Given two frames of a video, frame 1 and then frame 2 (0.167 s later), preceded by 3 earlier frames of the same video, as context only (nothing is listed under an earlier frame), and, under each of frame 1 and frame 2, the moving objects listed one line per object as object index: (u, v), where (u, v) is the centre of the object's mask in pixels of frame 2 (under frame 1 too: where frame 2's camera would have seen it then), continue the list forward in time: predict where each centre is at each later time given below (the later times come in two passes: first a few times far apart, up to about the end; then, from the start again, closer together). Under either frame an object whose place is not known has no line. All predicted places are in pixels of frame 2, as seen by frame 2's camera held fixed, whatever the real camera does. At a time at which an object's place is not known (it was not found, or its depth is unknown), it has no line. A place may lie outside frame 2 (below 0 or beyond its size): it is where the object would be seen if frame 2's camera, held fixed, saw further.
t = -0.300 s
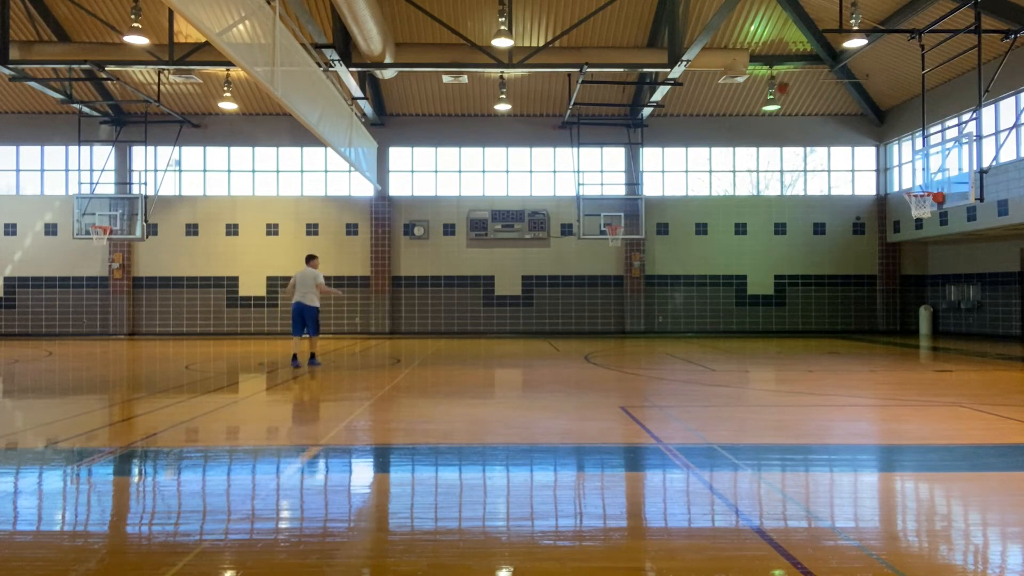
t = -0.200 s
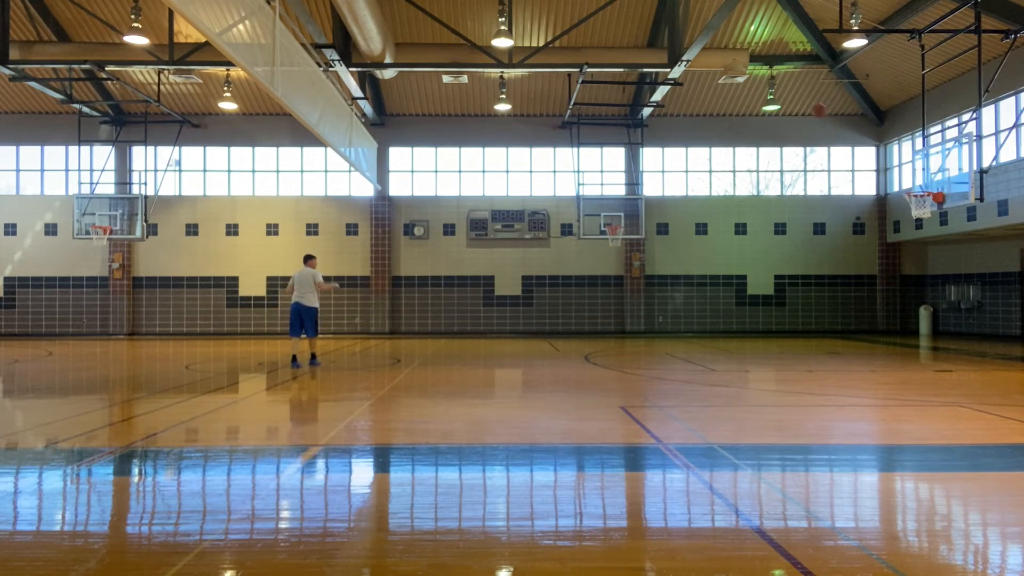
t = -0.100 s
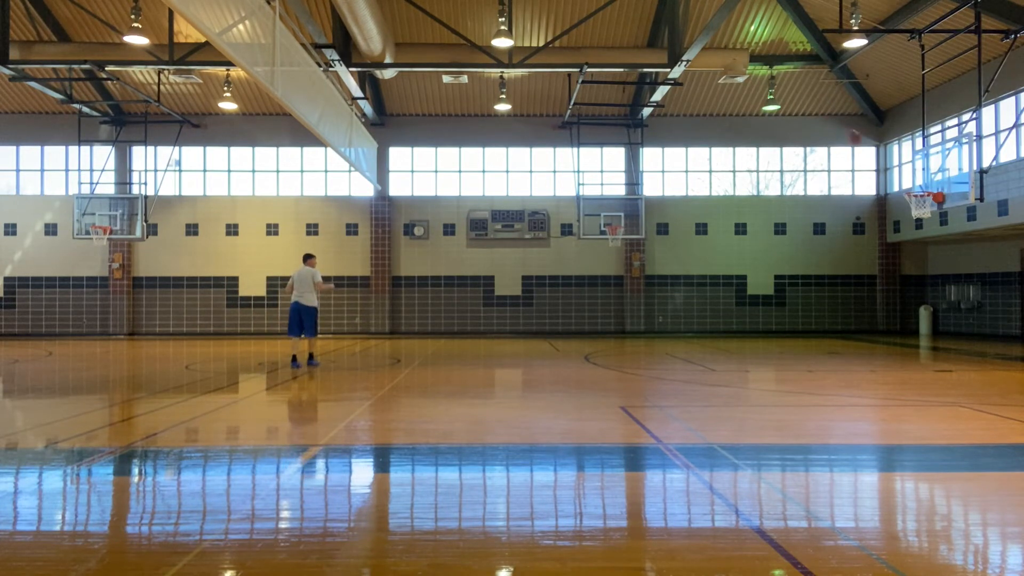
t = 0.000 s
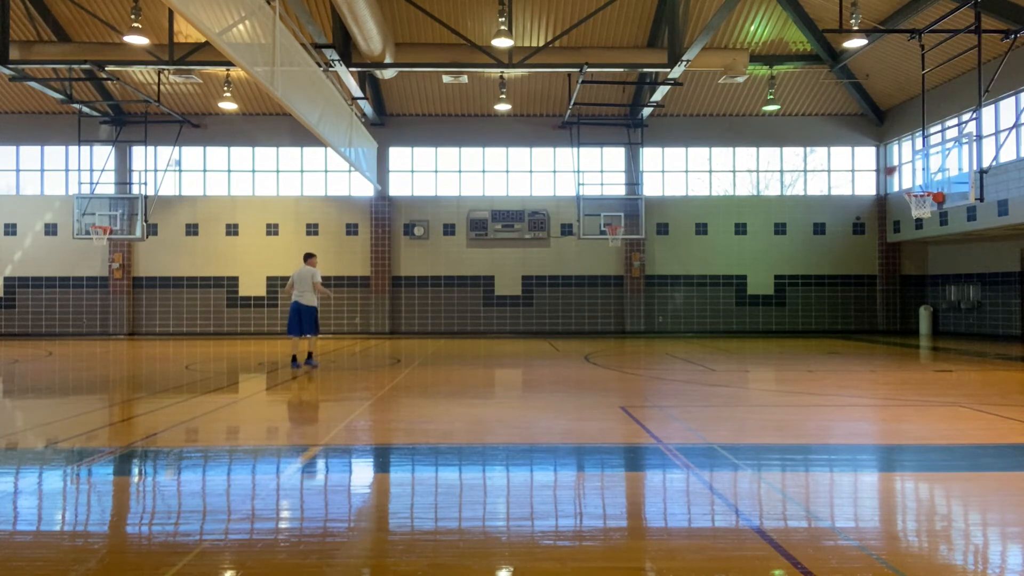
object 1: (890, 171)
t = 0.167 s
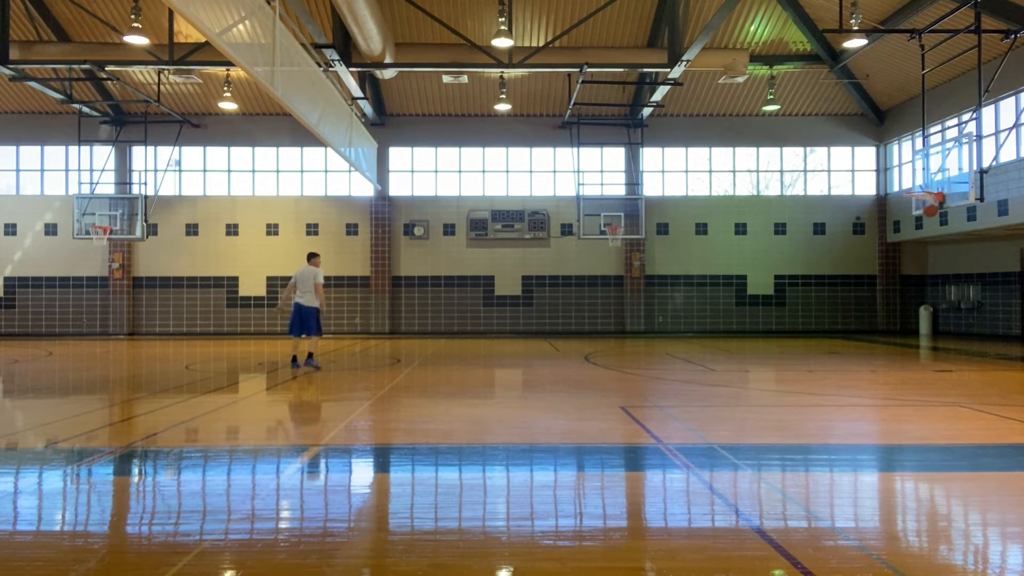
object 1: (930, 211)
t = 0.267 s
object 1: (924, 225)
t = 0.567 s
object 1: (908, 303)
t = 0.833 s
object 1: (892, 325)
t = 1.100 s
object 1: (874, 281)
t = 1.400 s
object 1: (853, 278)
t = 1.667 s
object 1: (835, 318)
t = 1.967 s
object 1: (815, 333)
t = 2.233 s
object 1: (799, 316)
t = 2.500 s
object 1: (783, 338)
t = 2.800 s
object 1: (763, 339)
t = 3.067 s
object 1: (746, 341)
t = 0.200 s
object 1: (929, 215)
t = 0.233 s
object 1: (926, 220)
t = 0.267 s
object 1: (924, 225)
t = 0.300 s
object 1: (922, 232)
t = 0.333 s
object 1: (921, 238)
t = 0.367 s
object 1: (919, 245)
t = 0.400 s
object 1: (917, 253)
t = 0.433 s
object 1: (915, 262)
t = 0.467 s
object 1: (913, 272)
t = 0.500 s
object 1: (911, 281)
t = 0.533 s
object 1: (910, 292)
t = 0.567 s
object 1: (908, 303)
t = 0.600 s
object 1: (907, 315)
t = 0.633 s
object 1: (905, 326)
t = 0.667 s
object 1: (903, 338)
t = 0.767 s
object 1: (897, 341)
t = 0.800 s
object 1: (895, 333)
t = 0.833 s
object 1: (892, 325)
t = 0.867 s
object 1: (890, 317)
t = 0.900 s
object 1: (887, 310)
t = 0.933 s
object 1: (886, 304)
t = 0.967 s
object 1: (883, 298)
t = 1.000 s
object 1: (881, 293)
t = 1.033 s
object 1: (879, 288)
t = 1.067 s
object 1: (876, 284)
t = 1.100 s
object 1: (874, 281)
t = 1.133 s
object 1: (871, 278)
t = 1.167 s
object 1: (869, 276)
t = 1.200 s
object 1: (867, 274)
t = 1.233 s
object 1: (864, 274)
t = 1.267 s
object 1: (862, 273)
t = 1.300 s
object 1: (860, 274)
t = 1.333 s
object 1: (858, 274)
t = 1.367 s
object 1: (855, 276)
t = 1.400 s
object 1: (853, 278)
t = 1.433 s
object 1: (851, 281)
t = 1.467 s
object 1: (848, 285)
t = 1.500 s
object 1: (846, 289)
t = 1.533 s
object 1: (844, 293)
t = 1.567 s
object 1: (841, 299)
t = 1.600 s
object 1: (839, 305)
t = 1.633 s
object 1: (837, 311)
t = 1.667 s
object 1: (835, 318)
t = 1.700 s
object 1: (832, 326)
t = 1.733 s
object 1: (830, 334)
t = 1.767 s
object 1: (828, 344)
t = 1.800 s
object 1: (826, 353)
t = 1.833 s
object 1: (824, 358)
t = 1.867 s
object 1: (822, 351)
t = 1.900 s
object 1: (820, 344)
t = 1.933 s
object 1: (818, 338)
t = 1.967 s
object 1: (815, 333)
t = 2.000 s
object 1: (813, 329)
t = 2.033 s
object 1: (811, 325)
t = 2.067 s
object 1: (809, 322)
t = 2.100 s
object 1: (807, 320)
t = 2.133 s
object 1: (805, 318)
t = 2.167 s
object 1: (803, 316)
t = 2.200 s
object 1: (801, 316)
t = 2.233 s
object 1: (799, 316)
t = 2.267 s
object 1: (797, 316)
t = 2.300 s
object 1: (795, 317)
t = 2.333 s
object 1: (793, 319)
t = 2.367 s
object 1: (791, 322)
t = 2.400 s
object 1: (789, 325)
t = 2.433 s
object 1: (786, 329)
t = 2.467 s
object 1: (785, 333)
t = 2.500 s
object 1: (783, 338)
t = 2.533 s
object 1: (781, 344)
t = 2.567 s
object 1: (778, 351)
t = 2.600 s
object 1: (777, 358)
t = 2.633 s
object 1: (775, 360)
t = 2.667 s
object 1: (772, 354)
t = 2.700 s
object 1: (770, 350)
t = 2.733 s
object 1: (768, 345)
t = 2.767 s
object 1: (766, 342)
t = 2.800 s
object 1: (763, 339)
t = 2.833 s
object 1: (761, 337)
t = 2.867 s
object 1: (759, 336)
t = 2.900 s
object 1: (757, 335)
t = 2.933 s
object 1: (755, 335)
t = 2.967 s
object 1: (753, 335)
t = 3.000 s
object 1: (751, 336)
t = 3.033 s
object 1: (749, 338)
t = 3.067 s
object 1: (746, 341)
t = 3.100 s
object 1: (744, 344)
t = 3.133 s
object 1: (742, 348)
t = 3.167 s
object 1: (740, 353)
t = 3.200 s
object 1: (738, 358)
